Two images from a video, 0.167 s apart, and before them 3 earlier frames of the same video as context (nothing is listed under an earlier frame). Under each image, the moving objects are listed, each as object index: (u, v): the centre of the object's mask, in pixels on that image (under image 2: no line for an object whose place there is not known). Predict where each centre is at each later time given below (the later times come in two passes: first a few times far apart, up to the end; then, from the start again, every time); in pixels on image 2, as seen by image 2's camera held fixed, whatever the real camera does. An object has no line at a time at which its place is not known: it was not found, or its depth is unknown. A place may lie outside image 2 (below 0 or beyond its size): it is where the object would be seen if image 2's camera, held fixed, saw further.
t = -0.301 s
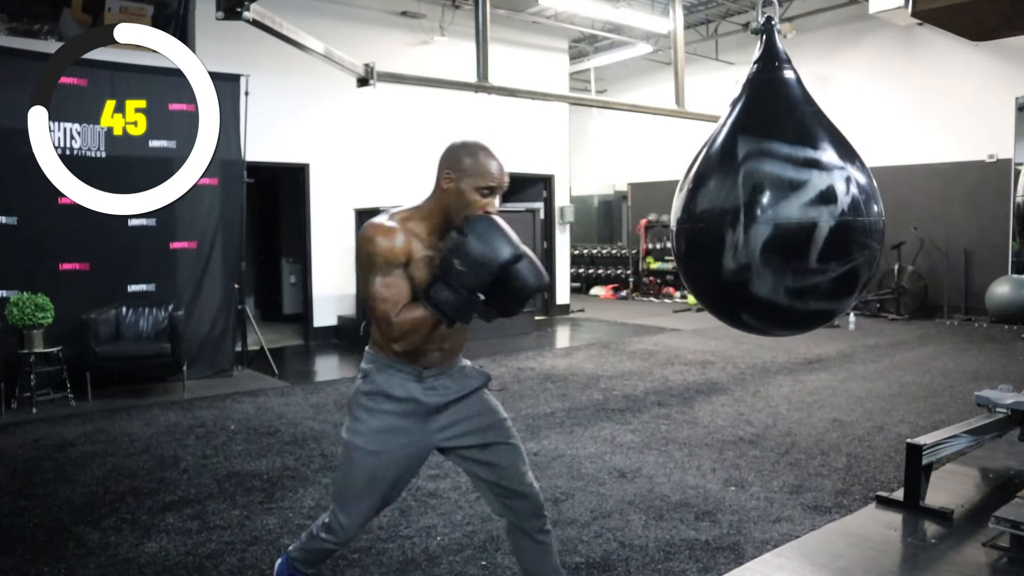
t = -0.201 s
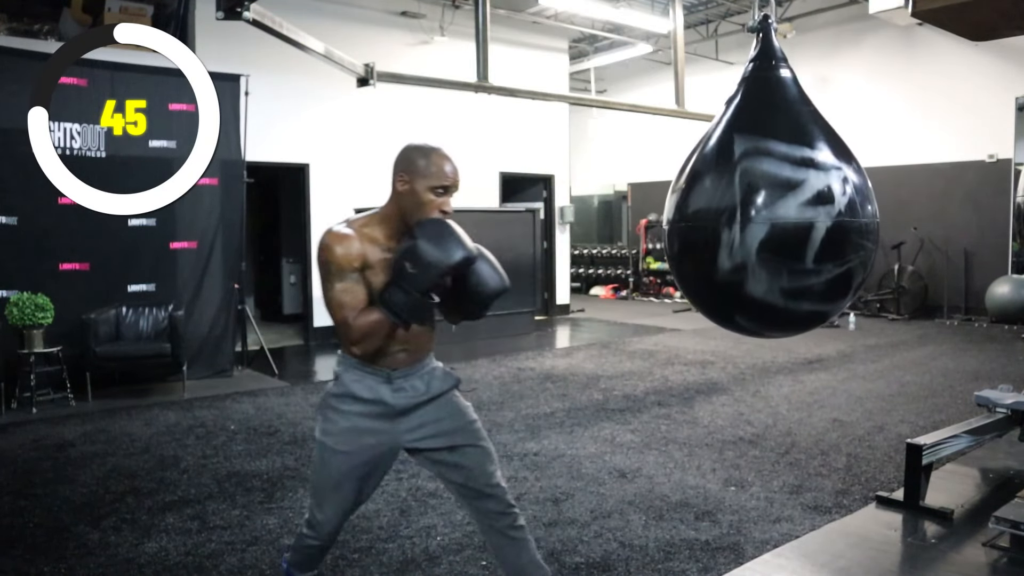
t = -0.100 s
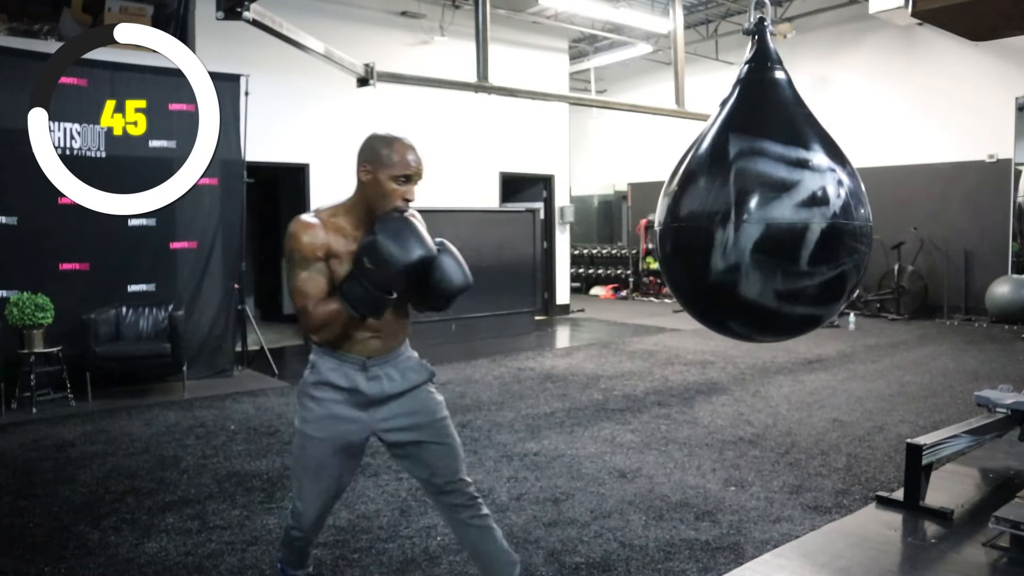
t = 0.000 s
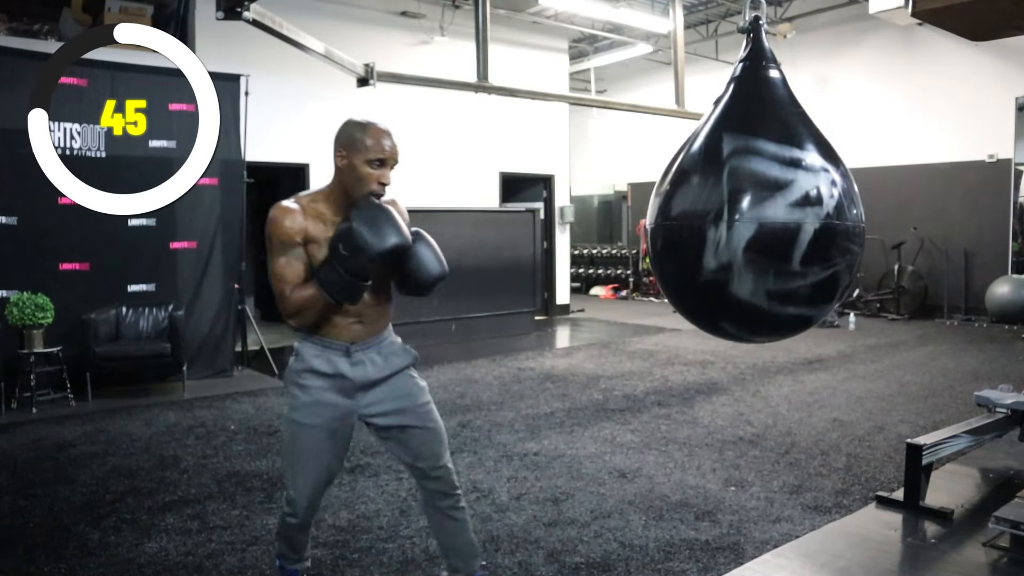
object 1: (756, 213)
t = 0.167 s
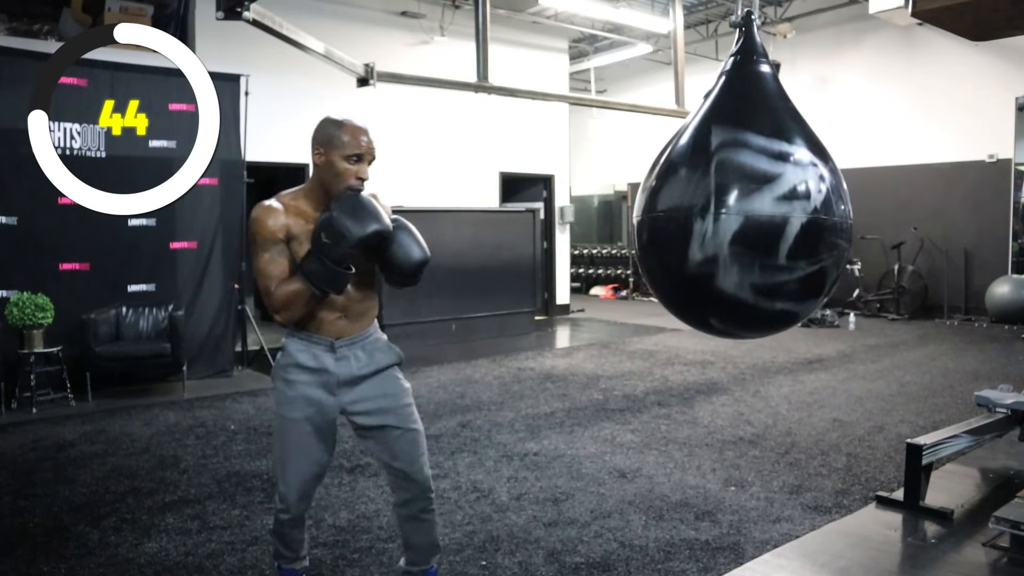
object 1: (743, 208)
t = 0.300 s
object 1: (736, 211)
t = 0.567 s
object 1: (731, 208)
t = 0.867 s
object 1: (743, 212)
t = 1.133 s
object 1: (762, 212)
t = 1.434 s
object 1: (779, 208)
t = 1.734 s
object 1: (783, 210)
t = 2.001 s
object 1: (772, 213)
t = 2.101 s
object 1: (766, 212)
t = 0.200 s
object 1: (741, 209)
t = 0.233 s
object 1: (739, 209)
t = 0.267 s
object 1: (737, 210)
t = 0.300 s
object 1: (736, 211)
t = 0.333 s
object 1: (734, 212)
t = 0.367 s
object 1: (733, 212)
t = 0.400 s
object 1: (732, 212)
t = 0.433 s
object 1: (731, 211)
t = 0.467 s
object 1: (731, 210)
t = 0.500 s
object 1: (731, 209)
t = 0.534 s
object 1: (731, 209)
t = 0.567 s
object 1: (731, 208)
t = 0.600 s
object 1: (732, 209)
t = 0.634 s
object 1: (733, 210)
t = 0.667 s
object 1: (734, 211)
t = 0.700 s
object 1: (735, 212)
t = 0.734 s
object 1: (736, 213)
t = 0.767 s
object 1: (738, 213)
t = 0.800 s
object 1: (739, 213)
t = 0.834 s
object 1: (741, 213)
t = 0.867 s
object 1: (743, 212)
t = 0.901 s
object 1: (746, 211)
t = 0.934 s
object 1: (748, 210)
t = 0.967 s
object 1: (750, 210)
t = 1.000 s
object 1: (752, 210)
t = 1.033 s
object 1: (755, 210)
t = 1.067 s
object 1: (757, 211)
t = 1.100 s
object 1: (760, 211)
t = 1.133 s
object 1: (762, 212)
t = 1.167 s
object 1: (765, 212)
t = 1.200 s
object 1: (766, 212)
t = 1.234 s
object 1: (769, 212)
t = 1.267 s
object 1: (771, 211)
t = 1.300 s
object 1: (773, 210)
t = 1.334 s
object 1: (775, 209)
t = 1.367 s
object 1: (777, 208)
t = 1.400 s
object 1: (778, 208)
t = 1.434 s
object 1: (779, 208)
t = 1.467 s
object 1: (781, 209)
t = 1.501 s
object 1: (782, 209)
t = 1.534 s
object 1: (783, 210)
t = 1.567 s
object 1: (784, 211)
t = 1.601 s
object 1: (783, 211)
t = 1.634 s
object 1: (784, 211)
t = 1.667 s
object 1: (784, 211)
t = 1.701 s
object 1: (784, 210)
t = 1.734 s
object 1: (783, 210)
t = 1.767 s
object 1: (783, 209)
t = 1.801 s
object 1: (782, 209)
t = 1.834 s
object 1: (780, 209)
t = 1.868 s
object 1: (779, 210)
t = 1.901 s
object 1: (778, 210)
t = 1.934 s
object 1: (776, 211)
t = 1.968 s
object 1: (774, 212)
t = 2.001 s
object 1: (772, 213)
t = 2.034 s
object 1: (770, 213)
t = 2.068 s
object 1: (768, 212)
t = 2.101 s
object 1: (766, 212)
